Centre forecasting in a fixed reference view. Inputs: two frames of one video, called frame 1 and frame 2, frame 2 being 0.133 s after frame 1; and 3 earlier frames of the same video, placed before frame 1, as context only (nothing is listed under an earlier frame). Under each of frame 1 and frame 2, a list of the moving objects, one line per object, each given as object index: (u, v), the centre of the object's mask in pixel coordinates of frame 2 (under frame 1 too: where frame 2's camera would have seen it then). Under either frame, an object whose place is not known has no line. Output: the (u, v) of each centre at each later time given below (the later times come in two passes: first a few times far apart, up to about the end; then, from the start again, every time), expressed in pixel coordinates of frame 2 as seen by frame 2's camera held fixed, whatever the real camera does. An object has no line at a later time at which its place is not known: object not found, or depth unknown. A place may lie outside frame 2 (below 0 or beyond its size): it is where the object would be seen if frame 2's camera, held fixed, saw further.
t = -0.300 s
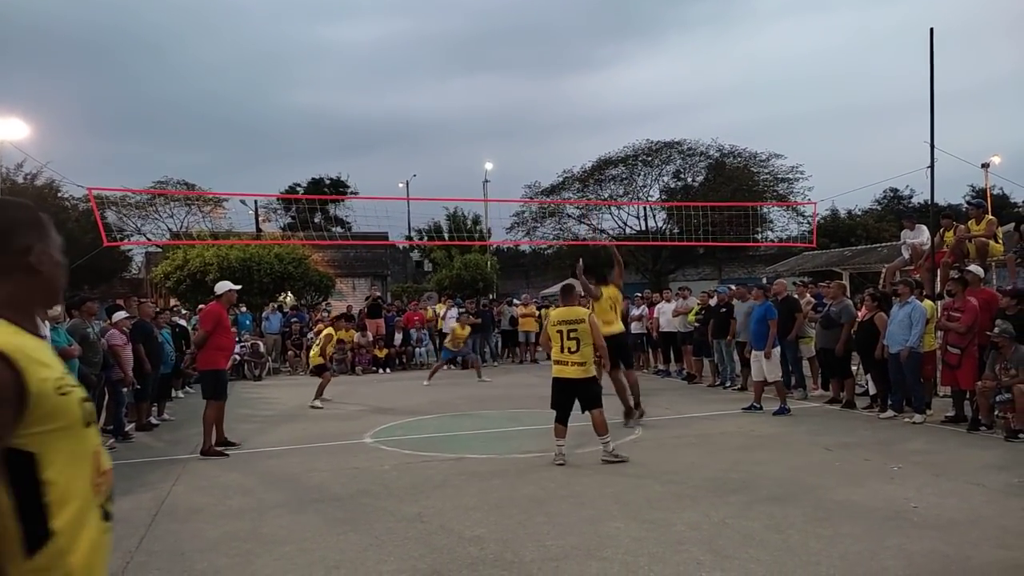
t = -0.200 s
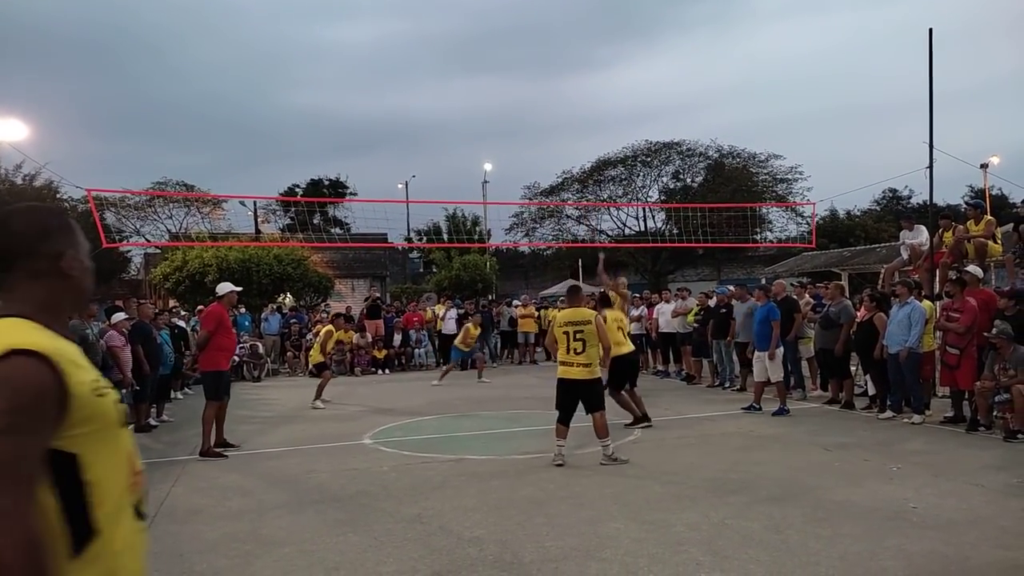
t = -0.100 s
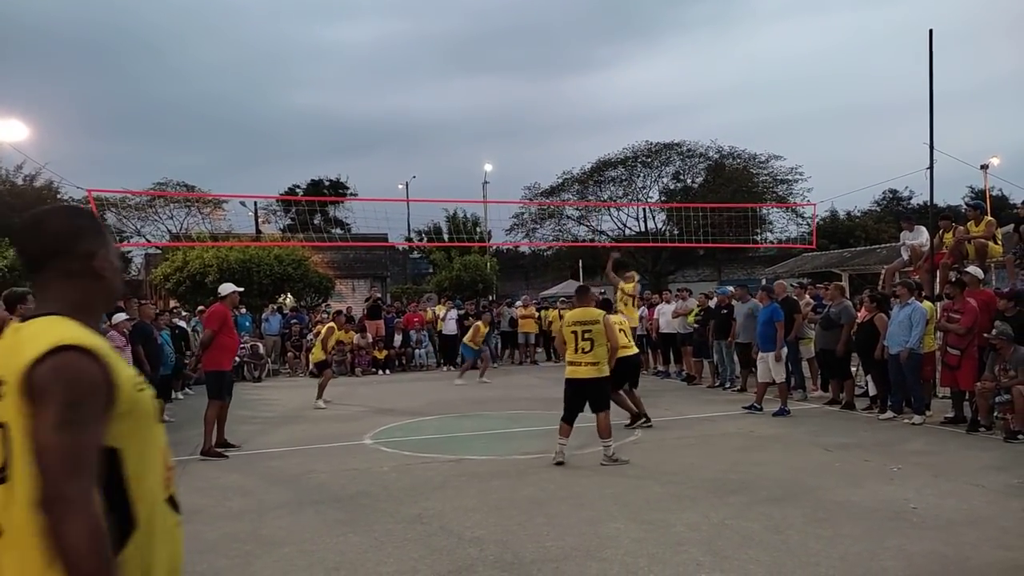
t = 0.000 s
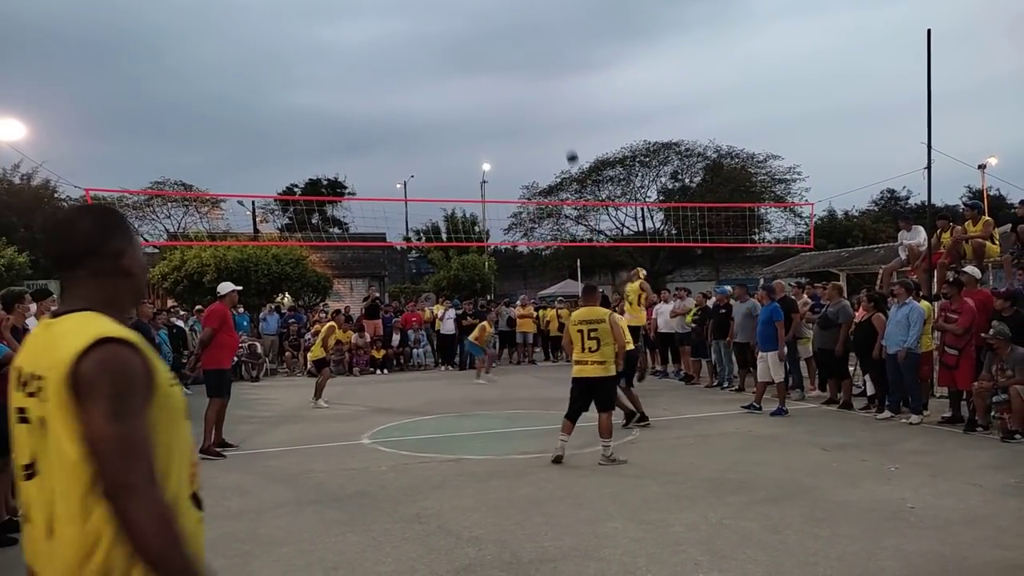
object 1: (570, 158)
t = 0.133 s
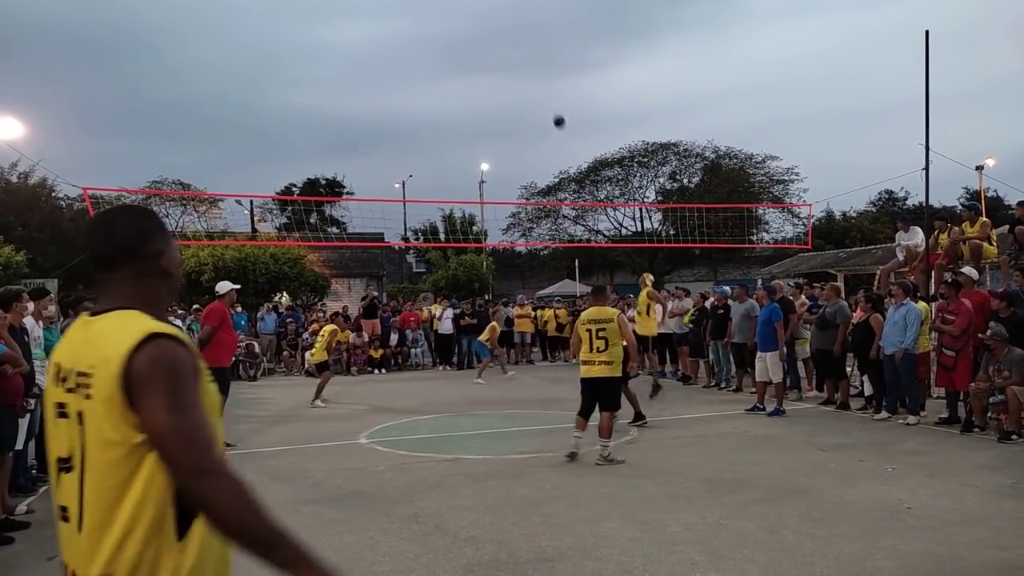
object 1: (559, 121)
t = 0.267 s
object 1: (548, 97)
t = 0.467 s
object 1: (532, 79)
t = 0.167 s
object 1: (556, 115)
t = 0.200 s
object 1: (553, 108)
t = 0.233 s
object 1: (551, 102)
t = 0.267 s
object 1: (548, 97)
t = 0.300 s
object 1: (545, 92)
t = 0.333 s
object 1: (542, 88)
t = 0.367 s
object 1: (540, 85)
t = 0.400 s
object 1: (537, 82)
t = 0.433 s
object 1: (535, 80)
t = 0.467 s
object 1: (532, 79)
